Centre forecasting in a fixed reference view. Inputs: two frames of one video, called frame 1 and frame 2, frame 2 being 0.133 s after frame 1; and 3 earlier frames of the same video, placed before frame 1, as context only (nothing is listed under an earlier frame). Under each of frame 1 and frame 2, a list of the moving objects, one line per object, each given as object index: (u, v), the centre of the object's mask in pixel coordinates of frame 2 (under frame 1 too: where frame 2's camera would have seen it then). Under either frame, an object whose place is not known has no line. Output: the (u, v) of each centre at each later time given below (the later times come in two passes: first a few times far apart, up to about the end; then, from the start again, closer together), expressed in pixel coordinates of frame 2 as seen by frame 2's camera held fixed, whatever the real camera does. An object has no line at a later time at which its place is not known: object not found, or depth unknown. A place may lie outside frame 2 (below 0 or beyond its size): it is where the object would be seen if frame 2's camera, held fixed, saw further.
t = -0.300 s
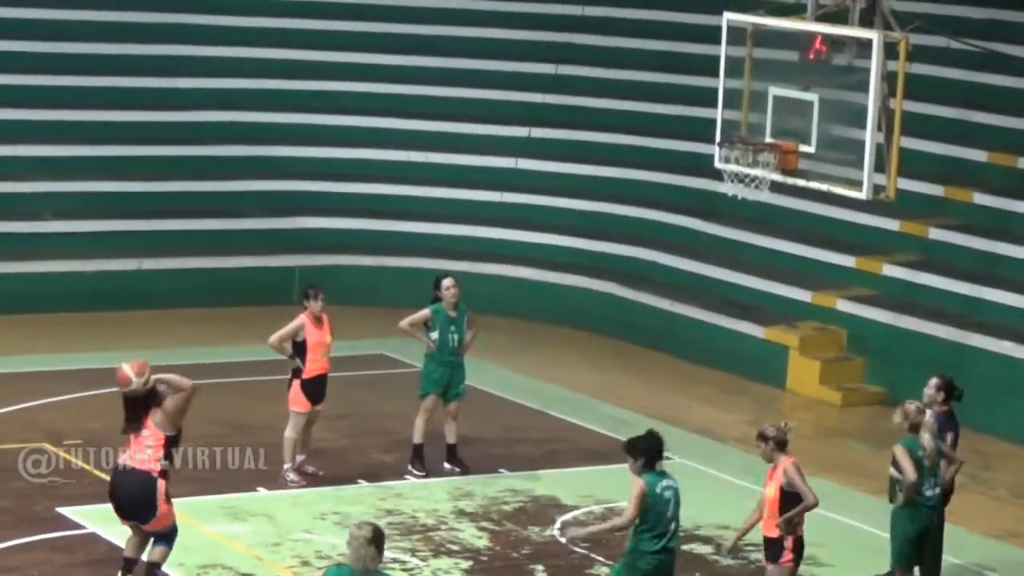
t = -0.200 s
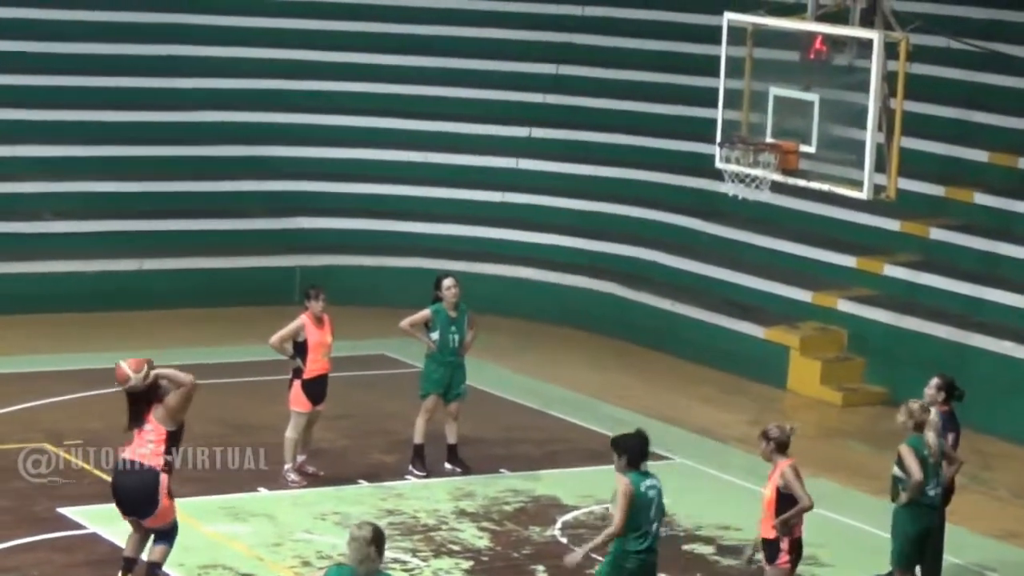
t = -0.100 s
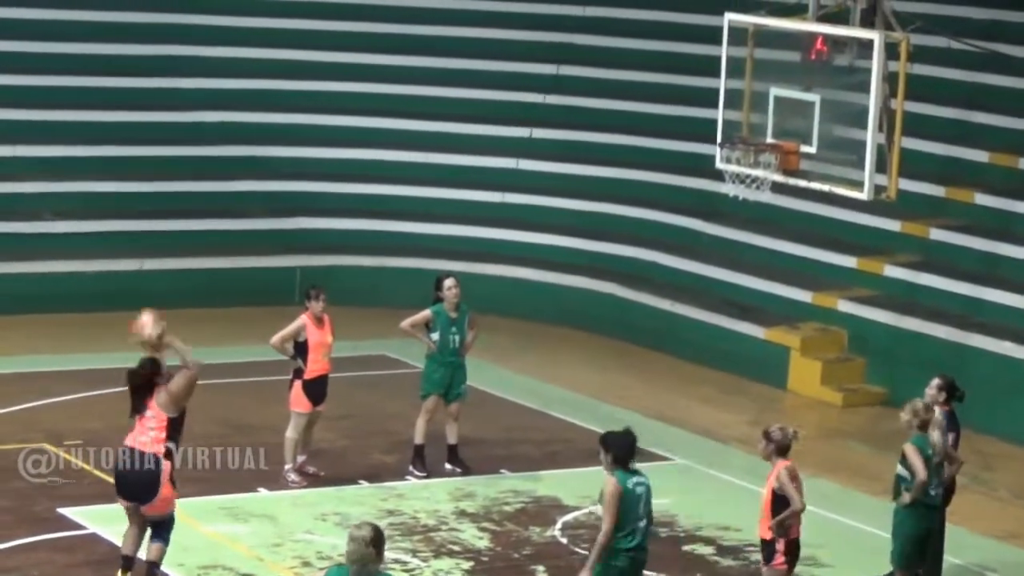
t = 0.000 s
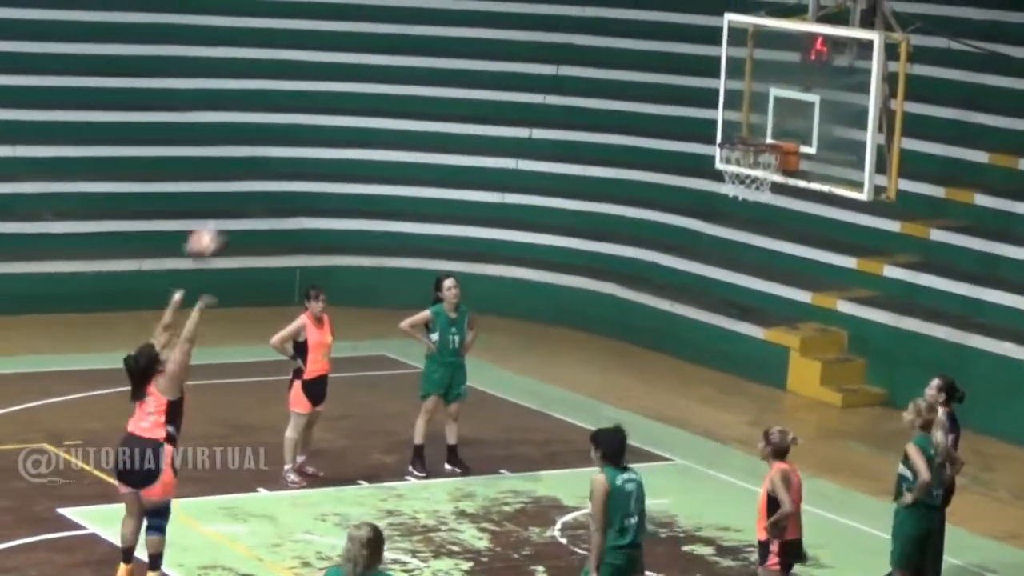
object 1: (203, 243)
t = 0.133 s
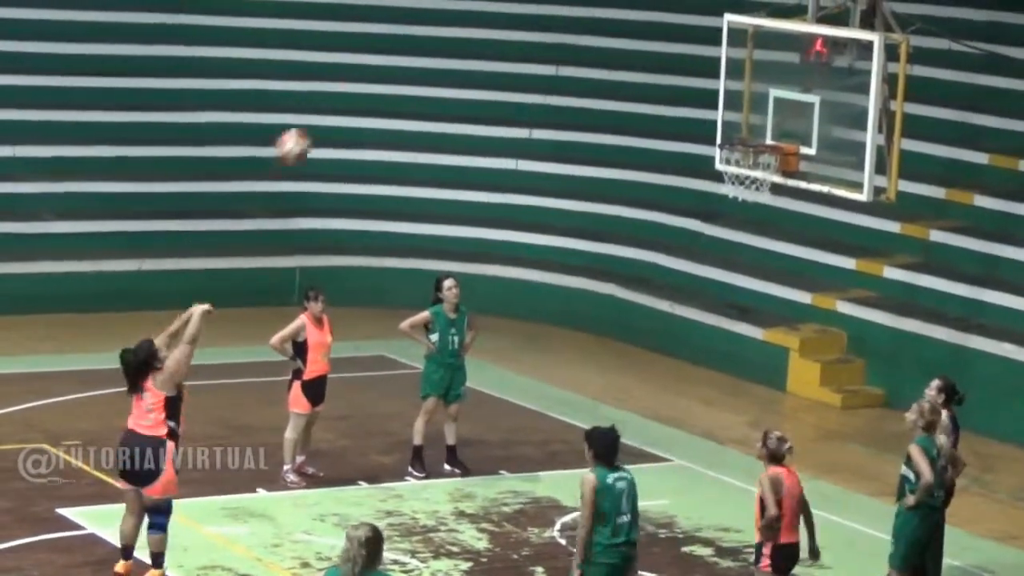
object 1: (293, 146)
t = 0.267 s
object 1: (377, 79)
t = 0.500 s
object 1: (512, 25)
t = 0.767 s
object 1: (650, 58)
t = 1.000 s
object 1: (755, 157)
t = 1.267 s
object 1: (757, 238)
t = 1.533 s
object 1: (735, 412)
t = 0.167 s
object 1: (314, 124)
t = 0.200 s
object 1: (335, 109)
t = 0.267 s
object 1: (377, 79)
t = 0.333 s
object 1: (418, 55)
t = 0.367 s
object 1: (436, 46)
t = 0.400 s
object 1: (456, 38)
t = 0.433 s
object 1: (475, 32)
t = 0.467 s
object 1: (494, 27)
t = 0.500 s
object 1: (512, 25)
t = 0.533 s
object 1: (531, 24)
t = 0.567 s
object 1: (548, 25)
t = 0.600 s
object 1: (566, 26)
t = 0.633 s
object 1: (584, 29)
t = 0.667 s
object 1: (602, 33)
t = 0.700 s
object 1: (618, 38)
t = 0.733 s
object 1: (635, 47)
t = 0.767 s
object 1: (650, 58)
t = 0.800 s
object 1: (667, 67)
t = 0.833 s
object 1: (683, 79)
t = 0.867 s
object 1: (696, 91)
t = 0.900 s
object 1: (711, 106)
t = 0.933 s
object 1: (725, 122)
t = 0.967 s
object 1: (740, 138)
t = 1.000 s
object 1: (755, 157)
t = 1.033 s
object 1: (766, 168)
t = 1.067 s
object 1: (767, 171)
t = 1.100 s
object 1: (765, 174)
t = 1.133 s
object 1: (765, 189)
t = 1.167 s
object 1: (763, 195)
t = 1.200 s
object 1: (759, 209)
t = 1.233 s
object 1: (758, 224)
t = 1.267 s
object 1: (757, 238)
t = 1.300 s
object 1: (754, 254)
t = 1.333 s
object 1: (752, 273)
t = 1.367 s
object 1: (747, 294)
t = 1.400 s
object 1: (745, 313)
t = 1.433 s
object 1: (743, 336)
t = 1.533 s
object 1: (735, 412)
